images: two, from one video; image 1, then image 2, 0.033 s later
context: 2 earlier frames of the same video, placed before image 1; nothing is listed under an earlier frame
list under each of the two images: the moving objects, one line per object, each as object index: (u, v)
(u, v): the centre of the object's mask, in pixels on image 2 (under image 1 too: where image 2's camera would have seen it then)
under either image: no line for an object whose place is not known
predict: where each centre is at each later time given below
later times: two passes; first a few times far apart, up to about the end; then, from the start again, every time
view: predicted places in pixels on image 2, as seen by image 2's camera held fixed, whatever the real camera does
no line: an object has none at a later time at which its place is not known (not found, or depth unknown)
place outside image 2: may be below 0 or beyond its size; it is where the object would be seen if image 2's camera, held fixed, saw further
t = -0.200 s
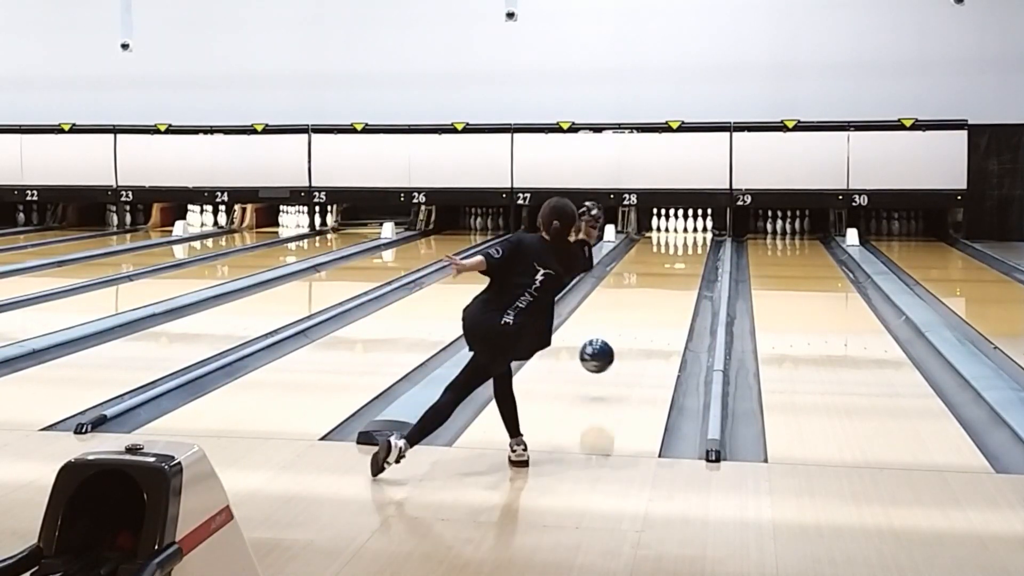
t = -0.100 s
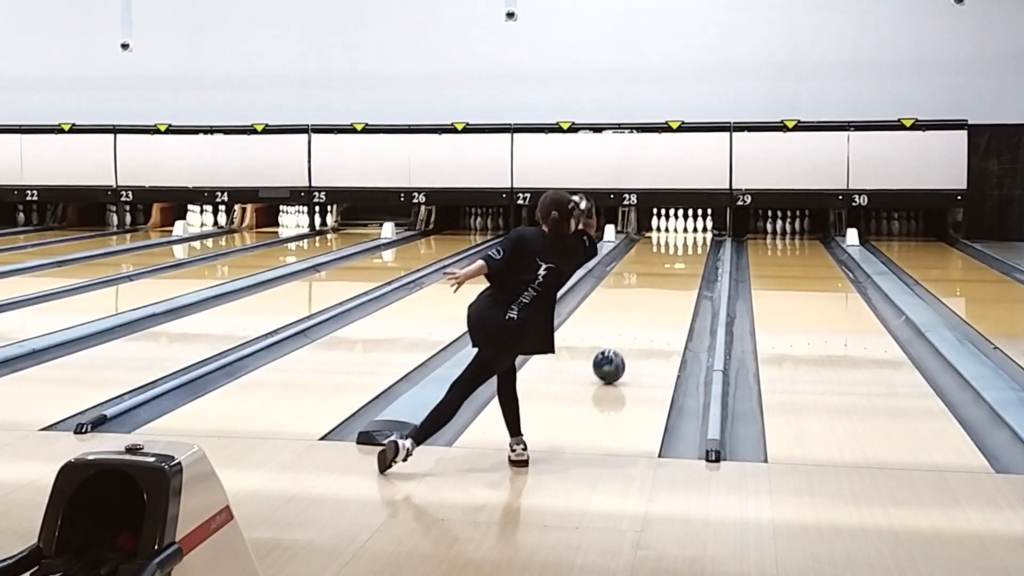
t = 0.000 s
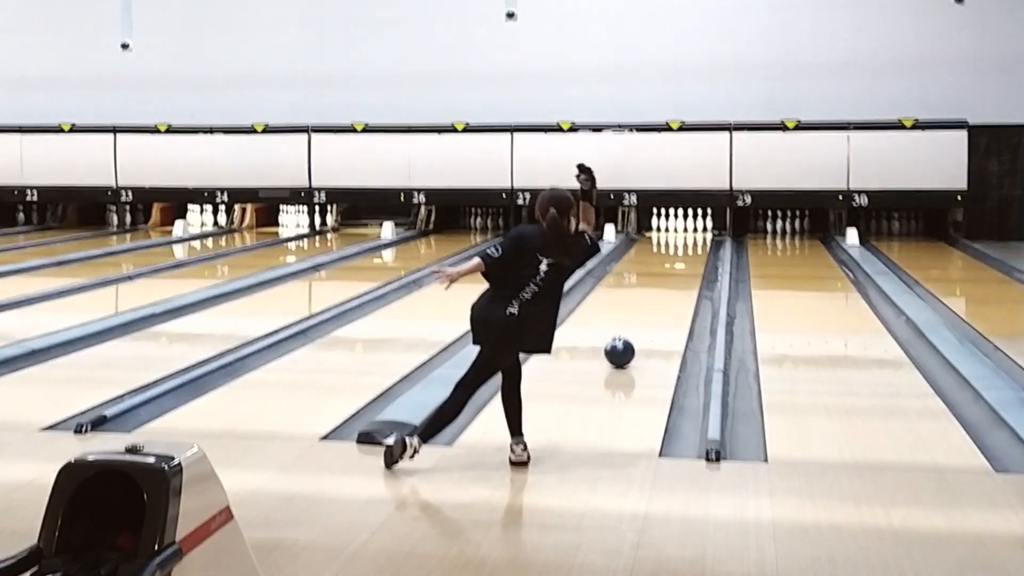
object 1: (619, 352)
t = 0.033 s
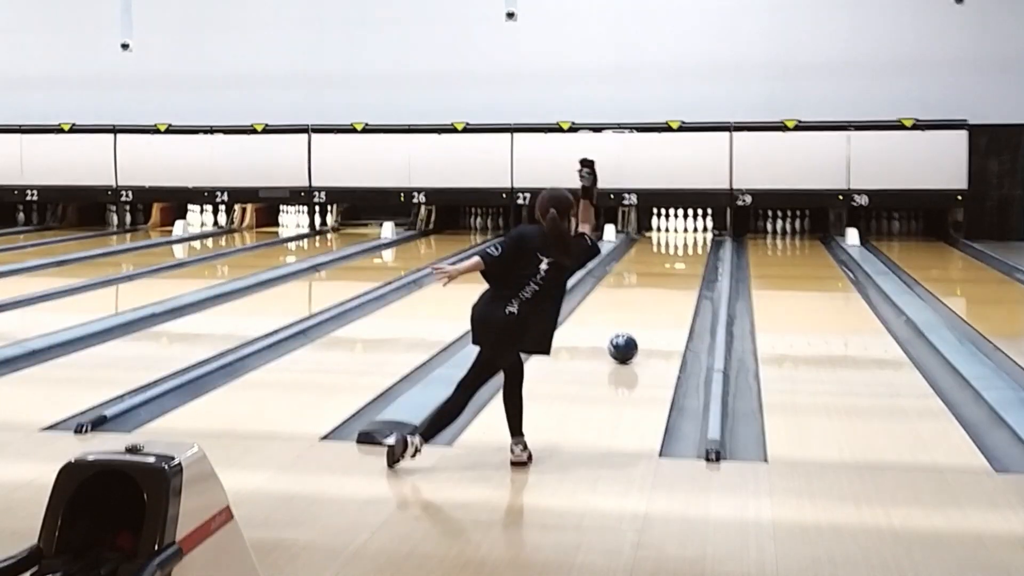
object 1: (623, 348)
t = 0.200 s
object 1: (637, 330)
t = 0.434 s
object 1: (652, 309)
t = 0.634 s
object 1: (662, 294)
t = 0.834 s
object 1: (671, 282)
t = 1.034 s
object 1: (677, 271)
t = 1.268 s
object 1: (684, 261)
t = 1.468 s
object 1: (687, 254)
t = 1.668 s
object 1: (690, 247)
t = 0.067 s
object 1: (626, 344)
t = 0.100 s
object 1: (629, 340)
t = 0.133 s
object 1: (632, 336)
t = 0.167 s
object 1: (634, 333)
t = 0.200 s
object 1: (637, 330)
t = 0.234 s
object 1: (639, 326)
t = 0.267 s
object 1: (642, 323)
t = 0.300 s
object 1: (644, 320)
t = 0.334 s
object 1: (646, 317)
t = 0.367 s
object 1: (648, 314)
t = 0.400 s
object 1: (650, 312)
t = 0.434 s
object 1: (652, 309)
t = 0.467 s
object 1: (654, 306)
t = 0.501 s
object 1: (656, 304)
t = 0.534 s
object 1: (658, 301)
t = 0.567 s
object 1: (659, 299)
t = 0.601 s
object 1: (661, 296)
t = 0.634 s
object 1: (662, 294)
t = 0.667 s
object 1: (664, 292)
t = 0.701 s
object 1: (665, 290)
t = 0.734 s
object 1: (667, 288)
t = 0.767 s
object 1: (668, 286)
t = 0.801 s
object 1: (669, 284)
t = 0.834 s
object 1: (671, 282)
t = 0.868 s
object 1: (672, 280)
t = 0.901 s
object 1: (673, 278)
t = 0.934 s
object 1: (674, 276)
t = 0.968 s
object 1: (675, 275)
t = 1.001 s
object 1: (676, 273)
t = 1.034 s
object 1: (677, 271)
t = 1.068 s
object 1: (678, 270)
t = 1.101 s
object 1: (679, 268)
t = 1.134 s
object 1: (680, 267)
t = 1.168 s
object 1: (681, 265)
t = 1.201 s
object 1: (682, 264)
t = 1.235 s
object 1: (683, 262)
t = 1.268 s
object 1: (684, 261)
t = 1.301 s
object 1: (684, 260)
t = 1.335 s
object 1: (685, 259)
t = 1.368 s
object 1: (686, 257)
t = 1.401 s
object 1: (686, 256)
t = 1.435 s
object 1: (687, 255)
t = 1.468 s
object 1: (687, 254)
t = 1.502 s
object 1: (688, 252)
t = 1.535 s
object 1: (689, 251)
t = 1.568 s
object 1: (689, 250)
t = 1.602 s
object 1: (689, 249)
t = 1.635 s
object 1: (690, 248)
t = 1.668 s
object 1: (690, 247)
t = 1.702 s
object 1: (690, 246)
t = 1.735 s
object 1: (690, 245)
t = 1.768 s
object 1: (690, 244)
